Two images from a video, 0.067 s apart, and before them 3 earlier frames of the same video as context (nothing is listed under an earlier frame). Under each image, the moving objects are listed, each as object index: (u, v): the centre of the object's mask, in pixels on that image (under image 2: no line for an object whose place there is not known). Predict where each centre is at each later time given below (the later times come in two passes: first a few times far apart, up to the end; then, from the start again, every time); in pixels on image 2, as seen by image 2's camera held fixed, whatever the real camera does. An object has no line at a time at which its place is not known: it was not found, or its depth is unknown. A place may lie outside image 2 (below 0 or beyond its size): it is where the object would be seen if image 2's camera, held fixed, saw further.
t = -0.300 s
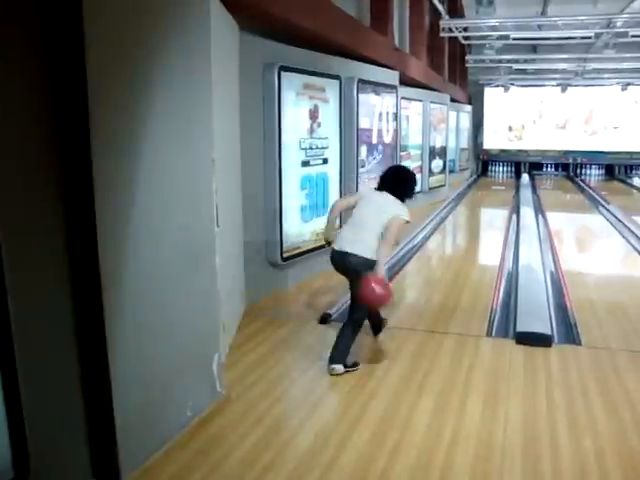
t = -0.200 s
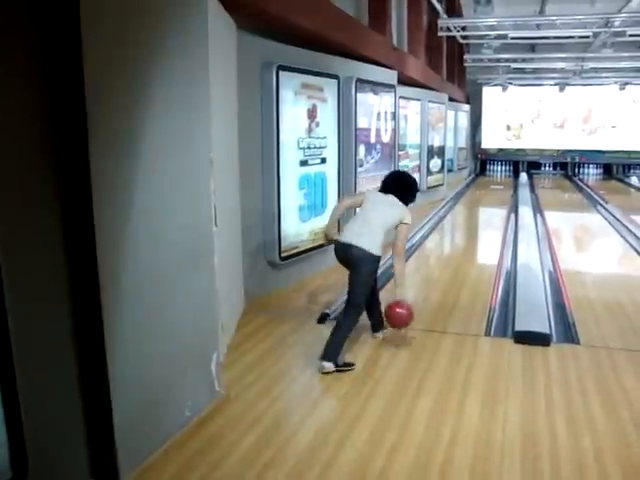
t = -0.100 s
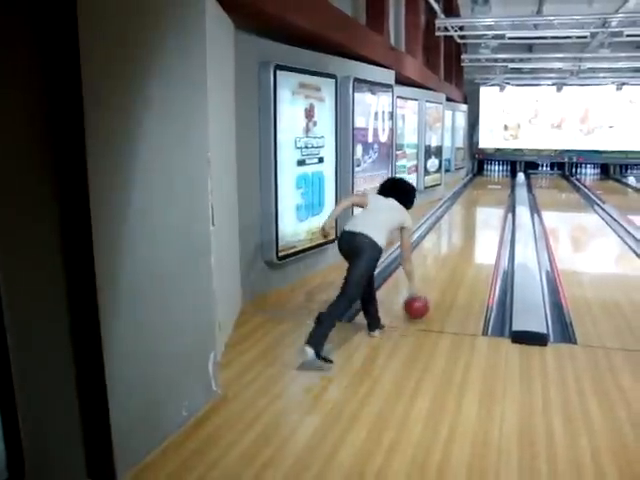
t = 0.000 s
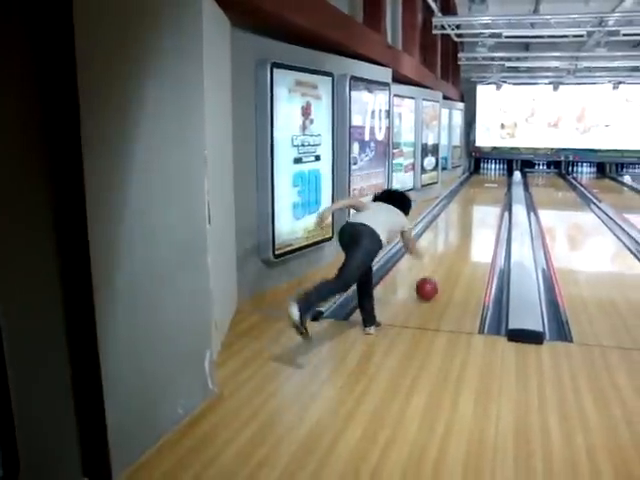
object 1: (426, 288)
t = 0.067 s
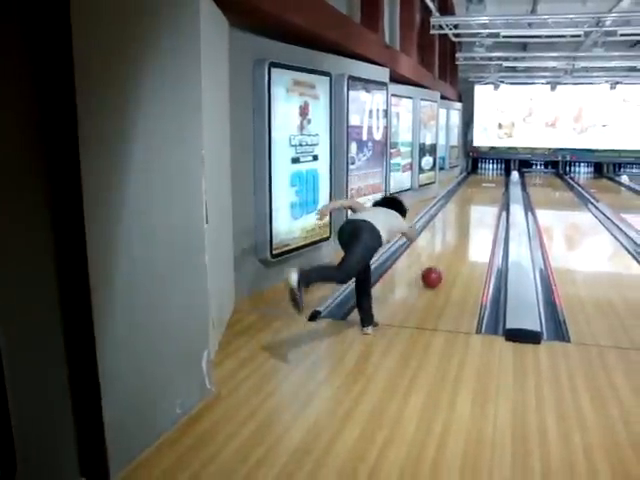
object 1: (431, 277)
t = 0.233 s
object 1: (446, 254)
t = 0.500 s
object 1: (461, 229)
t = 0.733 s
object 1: (469, 214)
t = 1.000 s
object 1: (476, 202)
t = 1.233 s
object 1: (482, 194)
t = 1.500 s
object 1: (485, 188)
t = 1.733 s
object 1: (488, 183)
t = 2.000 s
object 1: (491, 179)
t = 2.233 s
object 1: (493, 176)
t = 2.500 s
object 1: (496, 173)
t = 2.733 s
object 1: (495, 171)
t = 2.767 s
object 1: (495, 172)
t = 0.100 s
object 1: (434, 272)
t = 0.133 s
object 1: (438, 267)
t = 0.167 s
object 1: (440, 262)
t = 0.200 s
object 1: (443, 258)
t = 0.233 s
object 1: (446, 254)
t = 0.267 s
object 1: (448, 250)
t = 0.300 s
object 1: (450, 247)
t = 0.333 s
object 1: (453, 243)
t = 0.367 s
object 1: (454, 240)
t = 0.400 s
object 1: (456, 237)
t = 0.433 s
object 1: (458, 234)
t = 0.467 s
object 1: (459, 231)
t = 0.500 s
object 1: (461, 229)
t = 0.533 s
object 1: (462, 227)
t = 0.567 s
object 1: (463, 225)
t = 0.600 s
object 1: (465, 222)
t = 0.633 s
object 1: (466, 221)
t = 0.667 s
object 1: (467, 218)
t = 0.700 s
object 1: (468, 216)
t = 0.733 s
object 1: (469, 214)
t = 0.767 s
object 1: (470, 213)
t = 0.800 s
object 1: (472, 211)
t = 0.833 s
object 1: (472, 209)
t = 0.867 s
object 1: (473, 208)
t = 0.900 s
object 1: (474, 206)
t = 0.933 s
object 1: (475, 205)
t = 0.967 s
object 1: (476, 204)
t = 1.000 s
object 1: (476, 202)
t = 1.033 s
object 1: (477, 201)
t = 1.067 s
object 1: (478, 200)
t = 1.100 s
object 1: (478, 199)
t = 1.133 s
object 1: (480, 198)
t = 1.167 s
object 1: (480, 197)
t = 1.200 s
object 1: (481, 196)
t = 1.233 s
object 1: (482, 194)
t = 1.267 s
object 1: (482, 194)
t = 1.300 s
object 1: (483, 193)
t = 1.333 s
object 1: (483, 192)
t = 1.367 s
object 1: (484, 190)
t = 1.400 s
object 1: (484, 190)
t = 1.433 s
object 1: (484, 190)
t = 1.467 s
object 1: (485, 189)
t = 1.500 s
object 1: (485, 188)
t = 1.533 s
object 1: (486, 188)
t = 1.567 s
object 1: (487, 186)
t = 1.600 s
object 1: (487, 185)
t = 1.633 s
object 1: (487, 185)
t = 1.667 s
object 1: (488, 184)
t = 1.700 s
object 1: (488, 183)
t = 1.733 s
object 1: (488, 183)
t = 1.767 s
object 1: (489, 182)
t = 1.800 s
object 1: (489, 182)
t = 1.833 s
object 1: (489, 181)
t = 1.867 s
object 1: (489, 181)
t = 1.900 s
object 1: (490, 180)
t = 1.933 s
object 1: (490, 180)
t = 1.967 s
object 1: (490, 180)
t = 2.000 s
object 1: (491, 179)
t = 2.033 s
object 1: (491, 179)
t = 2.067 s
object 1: (490, 178)
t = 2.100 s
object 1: (490, 177)
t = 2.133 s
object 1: (491, 177)
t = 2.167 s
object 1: (492, 176)
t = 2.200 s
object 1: (493, 176)
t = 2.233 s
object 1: (493, 176)
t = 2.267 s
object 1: (493, 175)
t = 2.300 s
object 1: (493, 175)
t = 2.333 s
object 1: (493, 175)
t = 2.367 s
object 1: (494, 175)
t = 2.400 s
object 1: (495, 173)
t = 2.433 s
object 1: (495, 174)
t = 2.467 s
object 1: (495, 173)
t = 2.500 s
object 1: (496, 173)
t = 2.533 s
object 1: (496, 172)
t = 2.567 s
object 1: (496, 172)
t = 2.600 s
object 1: (496, 172)
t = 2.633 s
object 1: (496, 172)
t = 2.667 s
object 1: (496, 172)
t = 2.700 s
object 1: (495, 172)
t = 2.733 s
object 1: (495, 171)
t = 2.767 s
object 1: (495, 172)
